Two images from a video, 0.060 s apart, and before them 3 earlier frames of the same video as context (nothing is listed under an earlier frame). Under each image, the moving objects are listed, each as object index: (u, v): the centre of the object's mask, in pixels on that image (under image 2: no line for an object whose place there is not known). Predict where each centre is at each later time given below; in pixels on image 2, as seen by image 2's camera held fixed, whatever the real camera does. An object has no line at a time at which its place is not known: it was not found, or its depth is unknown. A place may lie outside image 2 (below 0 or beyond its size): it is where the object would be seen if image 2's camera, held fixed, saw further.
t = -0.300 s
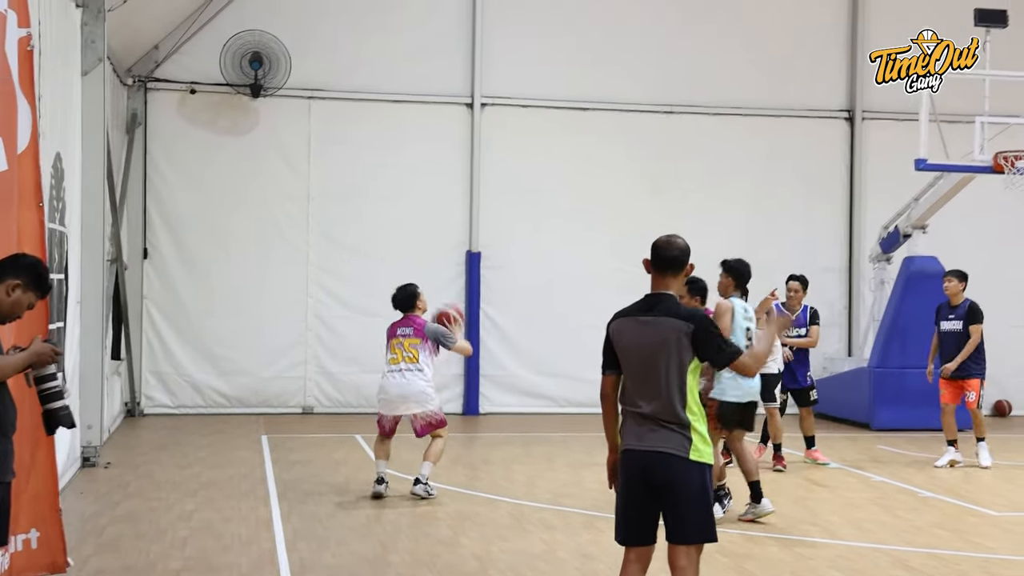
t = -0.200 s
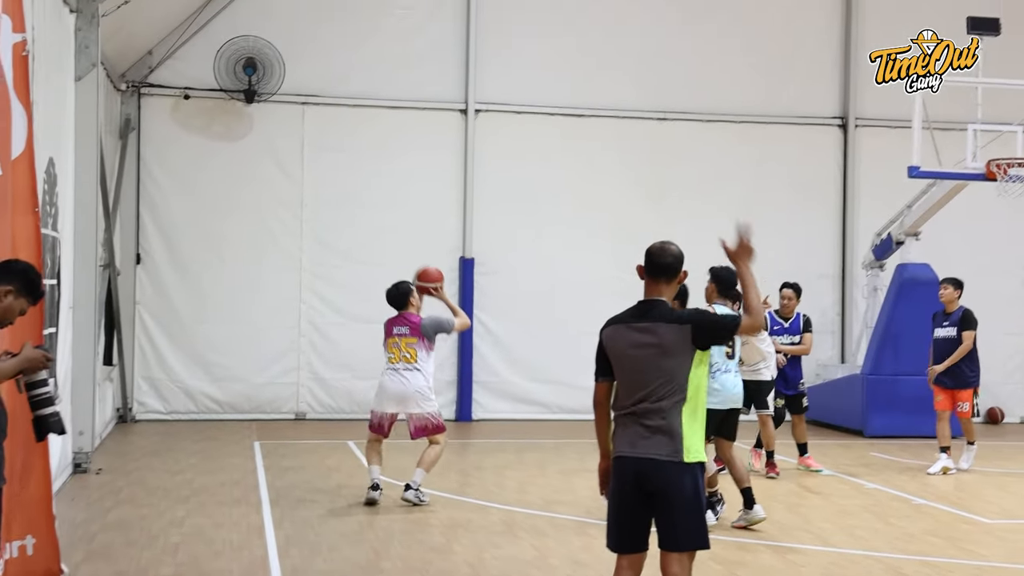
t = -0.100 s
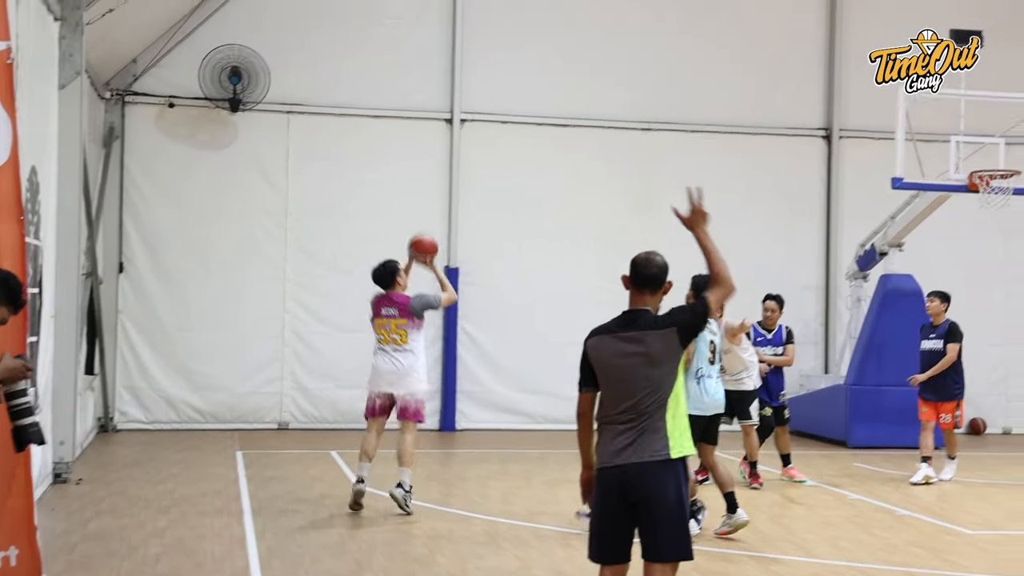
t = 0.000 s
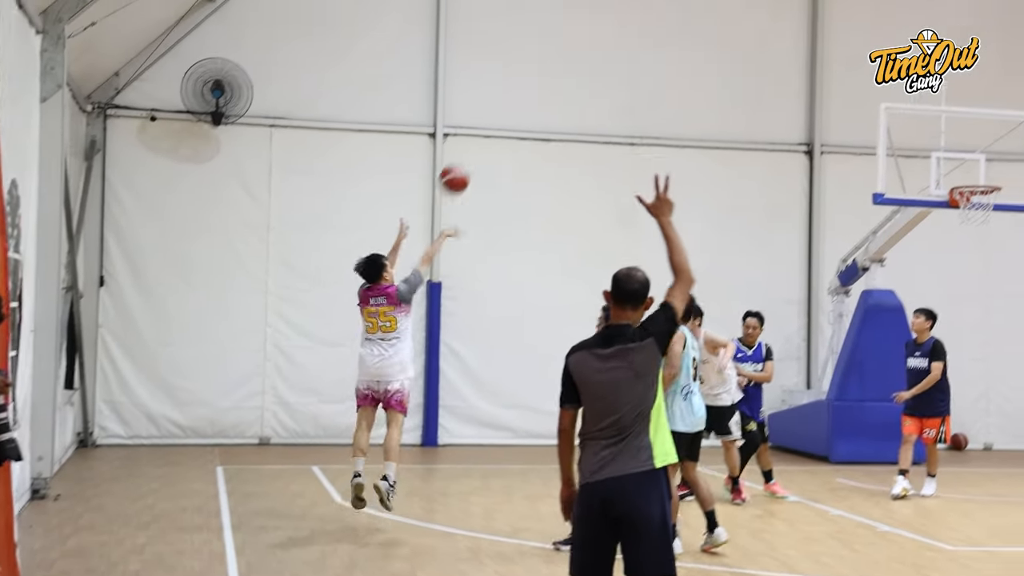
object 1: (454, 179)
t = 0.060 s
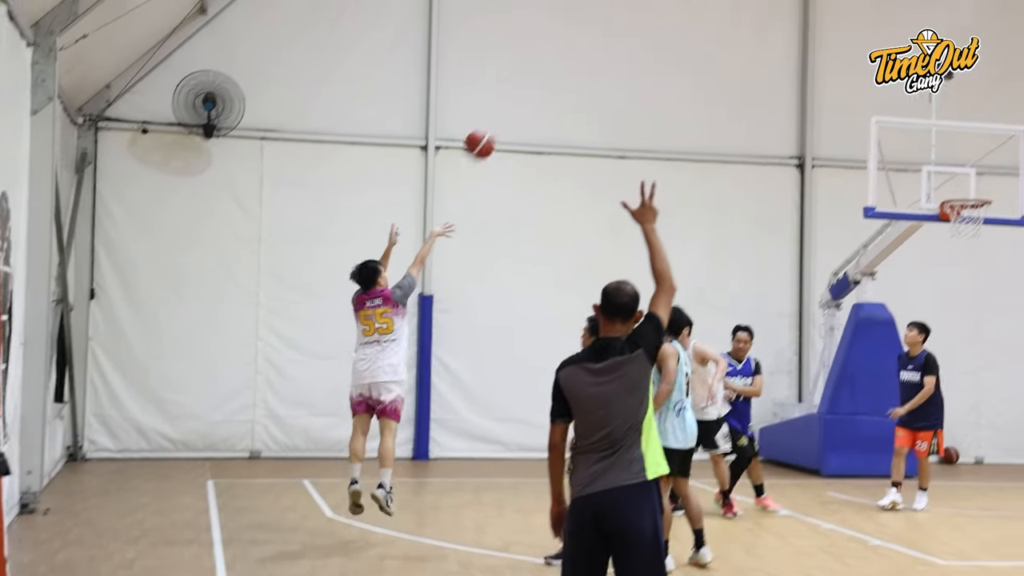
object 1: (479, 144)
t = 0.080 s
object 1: (490, 129)
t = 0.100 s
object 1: (502, 115)
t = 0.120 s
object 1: (512, 101)
